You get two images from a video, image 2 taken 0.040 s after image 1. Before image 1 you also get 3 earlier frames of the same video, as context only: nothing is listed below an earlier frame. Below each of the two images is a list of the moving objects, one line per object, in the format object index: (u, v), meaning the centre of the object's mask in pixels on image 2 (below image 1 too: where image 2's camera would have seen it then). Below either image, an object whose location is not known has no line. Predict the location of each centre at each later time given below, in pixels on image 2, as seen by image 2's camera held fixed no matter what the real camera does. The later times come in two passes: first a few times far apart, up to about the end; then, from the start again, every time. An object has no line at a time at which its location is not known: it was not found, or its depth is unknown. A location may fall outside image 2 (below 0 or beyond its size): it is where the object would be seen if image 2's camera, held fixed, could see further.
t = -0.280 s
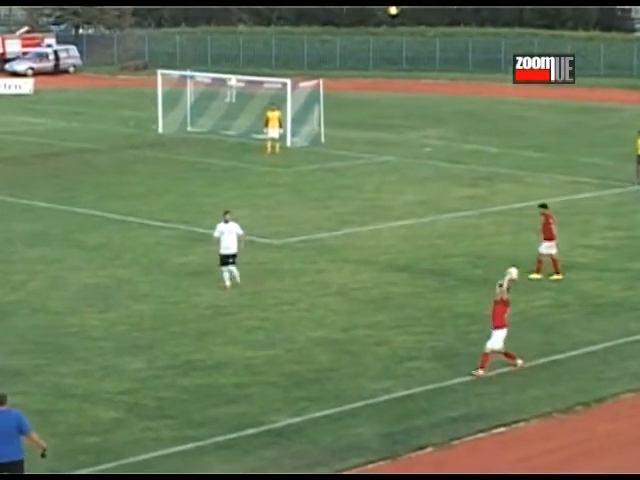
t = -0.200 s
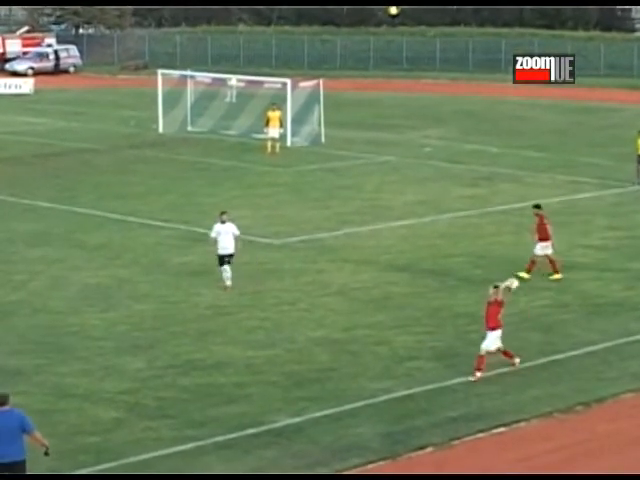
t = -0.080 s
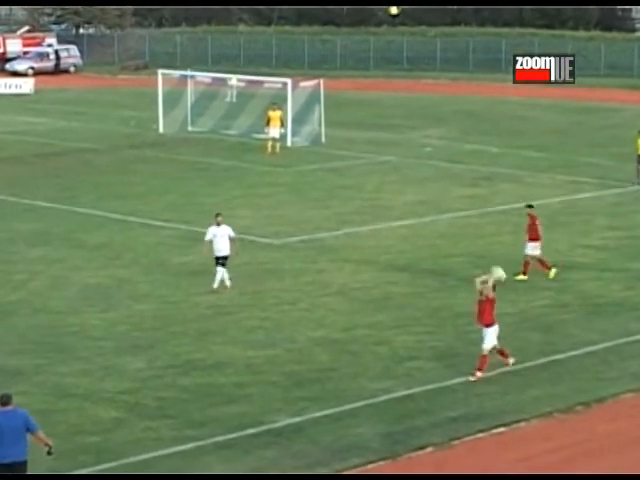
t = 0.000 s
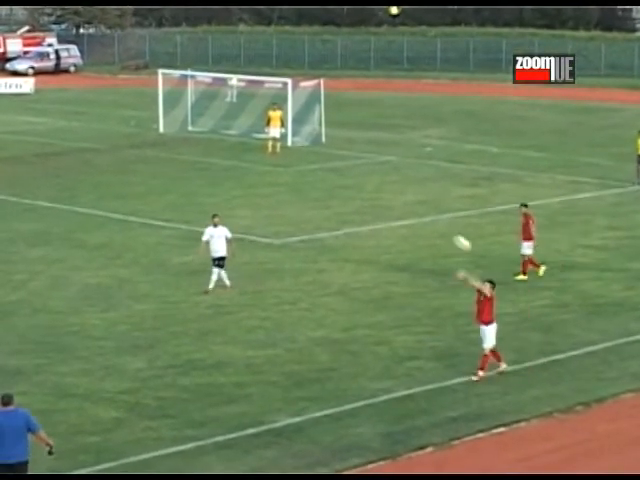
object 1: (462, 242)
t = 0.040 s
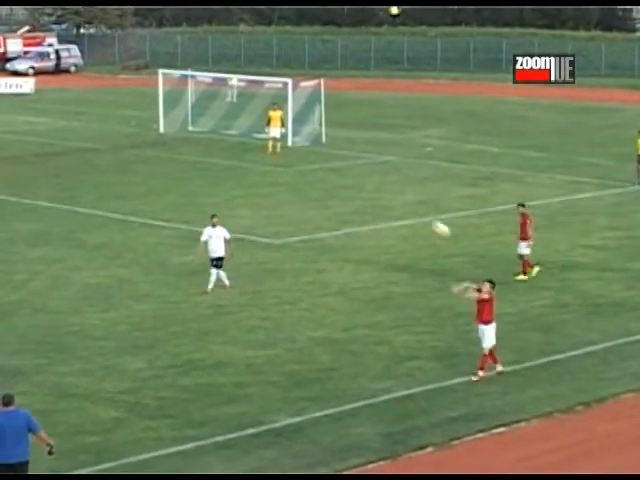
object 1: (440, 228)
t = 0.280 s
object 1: (306, 160)
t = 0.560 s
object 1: (137, 120)
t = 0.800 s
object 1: (-19, 128)
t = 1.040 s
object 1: (-181, 177)
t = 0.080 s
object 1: (419, 215)
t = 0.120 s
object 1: (396, 202)
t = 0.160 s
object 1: (374, 191)
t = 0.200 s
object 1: (352, 179)
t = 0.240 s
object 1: (329, 169)
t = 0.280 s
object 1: (306, 160)
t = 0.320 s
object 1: (283, 151)
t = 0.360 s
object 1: (259, 145)
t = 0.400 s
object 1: (235, 137)
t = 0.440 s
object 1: (211, 132)
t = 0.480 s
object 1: (187, 127)
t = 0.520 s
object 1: (162, 124)
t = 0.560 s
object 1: (137, 120)
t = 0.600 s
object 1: (112, 118)
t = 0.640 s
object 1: (86, 118)
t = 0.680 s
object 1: (60, 118)
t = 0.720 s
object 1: (34, 120)
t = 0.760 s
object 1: (8, 123)
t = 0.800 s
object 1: (-19, 128)
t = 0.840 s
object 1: (-45, 133)
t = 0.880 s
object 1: (-71, 140)
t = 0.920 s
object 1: (-98, 148)
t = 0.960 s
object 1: (-126, 156)
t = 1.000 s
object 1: (-154, 166)
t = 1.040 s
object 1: (-181, 177)
